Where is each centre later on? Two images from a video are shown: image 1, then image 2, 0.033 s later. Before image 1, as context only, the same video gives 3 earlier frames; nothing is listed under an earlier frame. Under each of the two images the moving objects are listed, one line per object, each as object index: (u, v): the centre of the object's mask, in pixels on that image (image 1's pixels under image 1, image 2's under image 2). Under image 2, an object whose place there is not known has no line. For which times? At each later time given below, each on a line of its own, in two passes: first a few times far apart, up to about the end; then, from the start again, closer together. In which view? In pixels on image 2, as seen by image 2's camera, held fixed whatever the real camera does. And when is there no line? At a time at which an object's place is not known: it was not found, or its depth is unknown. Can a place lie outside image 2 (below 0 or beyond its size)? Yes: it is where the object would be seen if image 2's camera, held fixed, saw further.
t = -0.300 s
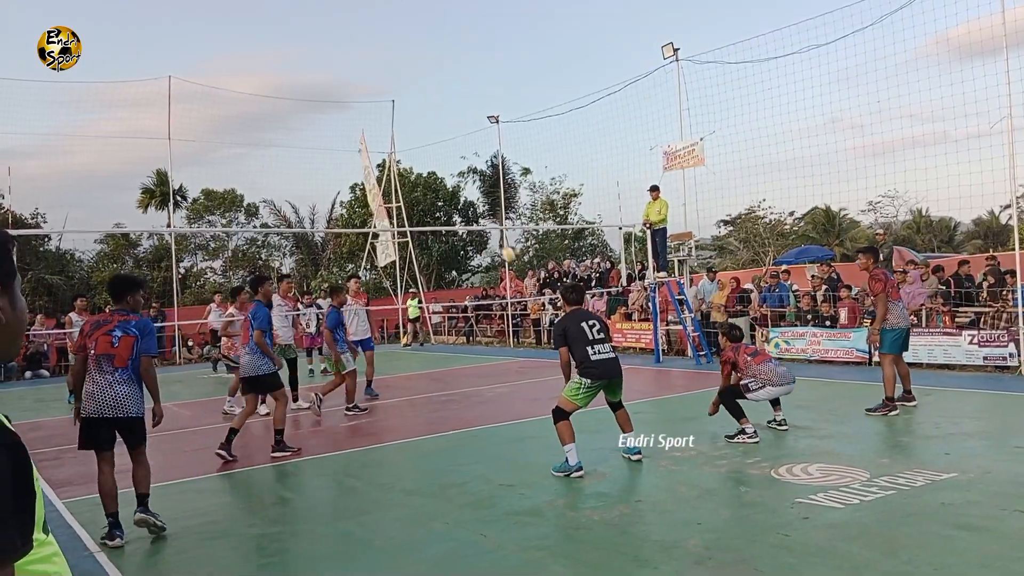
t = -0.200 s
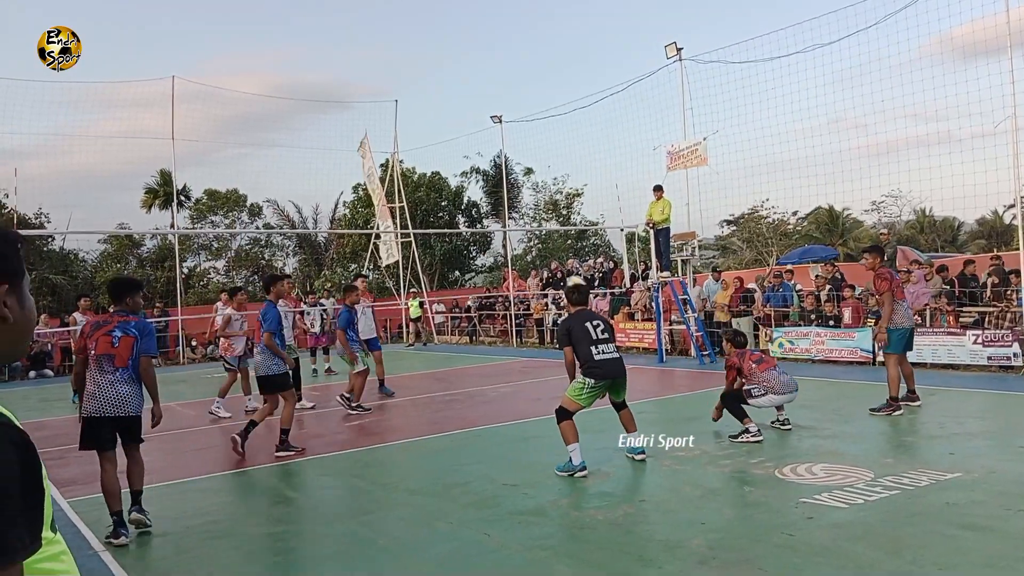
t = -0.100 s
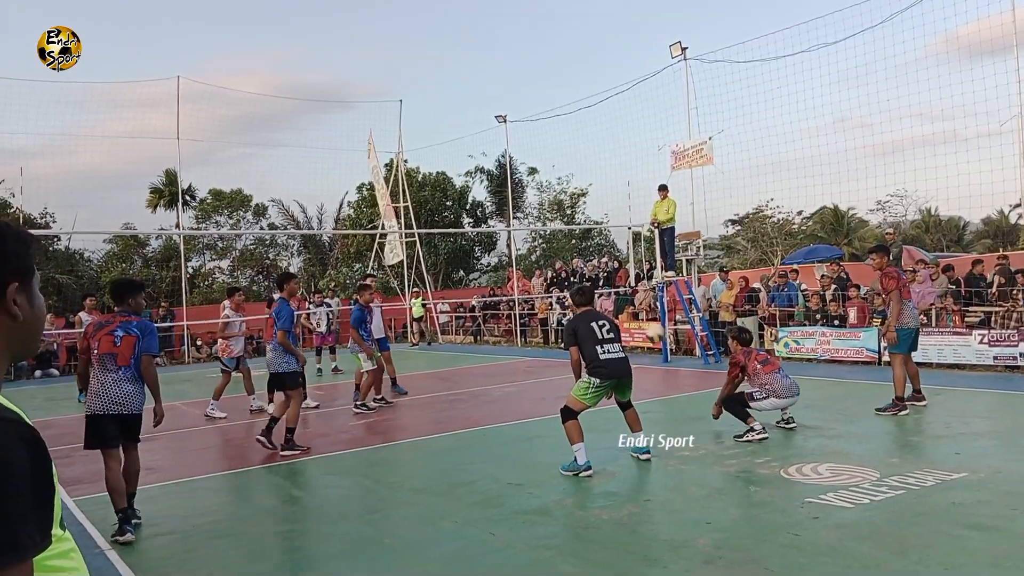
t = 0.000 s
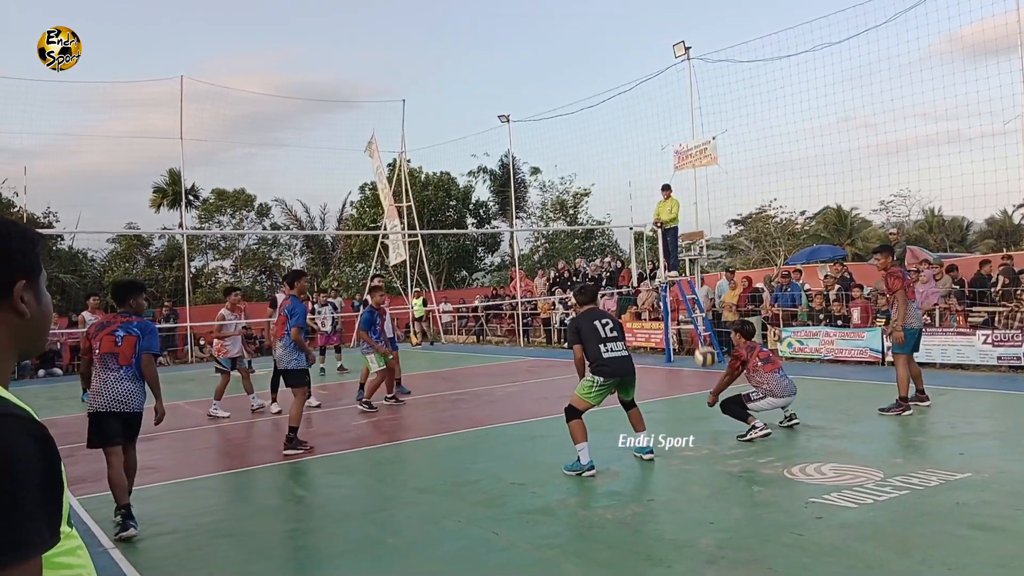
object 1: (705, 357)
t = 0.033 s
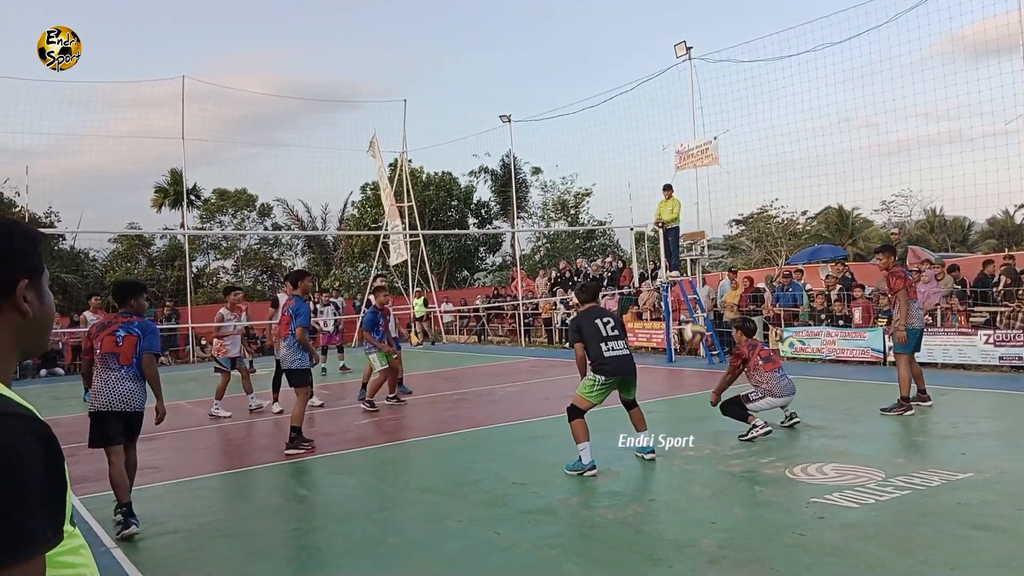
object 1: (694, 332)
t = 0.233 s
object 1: (632, 224)
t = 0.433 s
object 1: (579, 162)
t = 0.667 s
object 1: (528, 139)
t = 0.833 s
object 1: (496, 150)
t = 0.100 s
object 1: (671, 290)
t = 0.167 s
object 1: (651, 253)
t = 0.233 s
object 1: (632, 224)
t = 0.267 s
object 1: (622, 211)
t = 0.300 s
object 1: (613, 199)
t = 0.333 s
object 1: (604, 188)
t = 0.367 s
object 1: (595, 179)
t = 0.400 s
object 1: (587, 170)
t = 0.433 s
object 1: (579, 162)
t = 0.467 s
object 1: (571, 156)
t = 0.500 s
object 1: (563, 151)
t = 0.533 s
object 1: (556, 146)
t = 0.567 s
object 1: (548, 143)
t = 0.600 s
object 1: (541, 141)
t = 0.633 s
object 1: (534, 139)
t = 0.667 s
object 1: (528, 139)
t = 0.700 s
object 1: (521, 139)
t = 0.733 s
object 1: (514, 141)
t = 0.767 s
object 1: (508, 143)
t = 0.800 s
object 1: (502, 147)
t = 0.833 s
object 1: (496, 150)
